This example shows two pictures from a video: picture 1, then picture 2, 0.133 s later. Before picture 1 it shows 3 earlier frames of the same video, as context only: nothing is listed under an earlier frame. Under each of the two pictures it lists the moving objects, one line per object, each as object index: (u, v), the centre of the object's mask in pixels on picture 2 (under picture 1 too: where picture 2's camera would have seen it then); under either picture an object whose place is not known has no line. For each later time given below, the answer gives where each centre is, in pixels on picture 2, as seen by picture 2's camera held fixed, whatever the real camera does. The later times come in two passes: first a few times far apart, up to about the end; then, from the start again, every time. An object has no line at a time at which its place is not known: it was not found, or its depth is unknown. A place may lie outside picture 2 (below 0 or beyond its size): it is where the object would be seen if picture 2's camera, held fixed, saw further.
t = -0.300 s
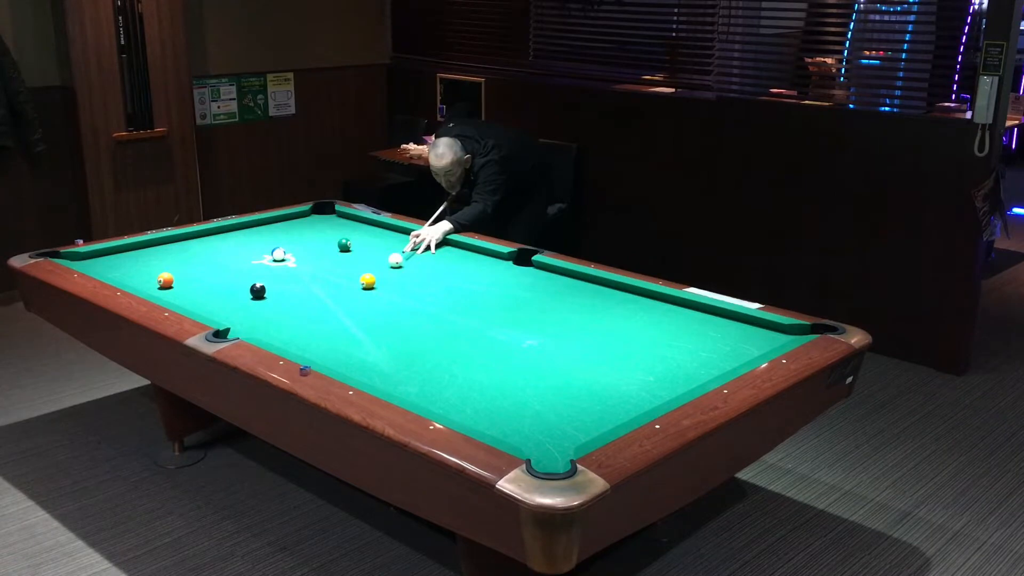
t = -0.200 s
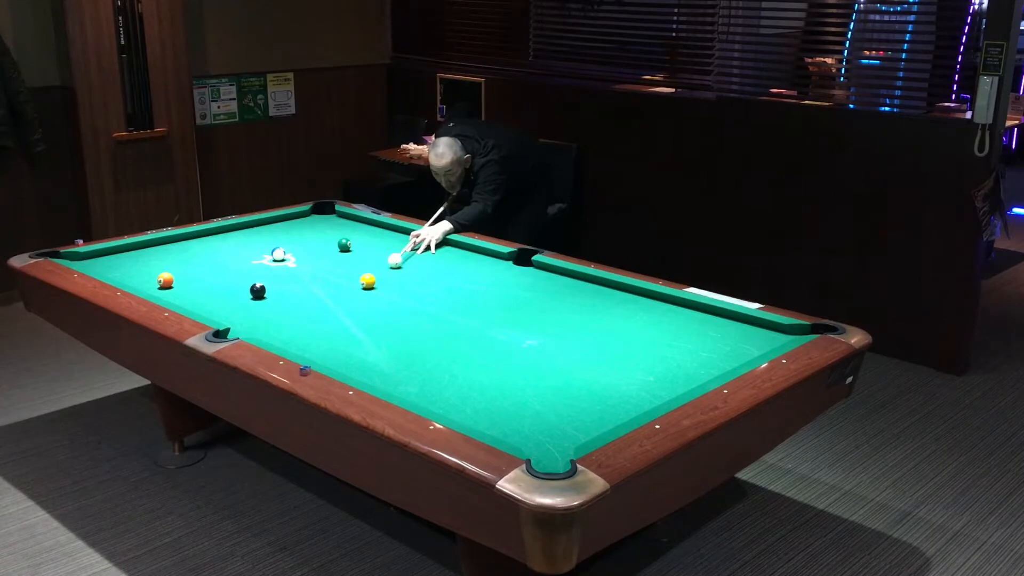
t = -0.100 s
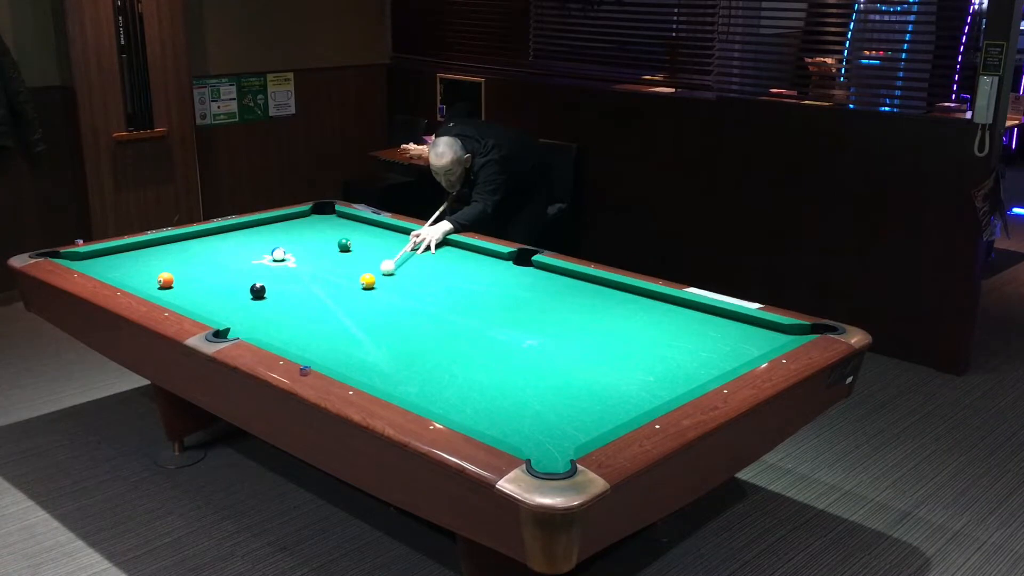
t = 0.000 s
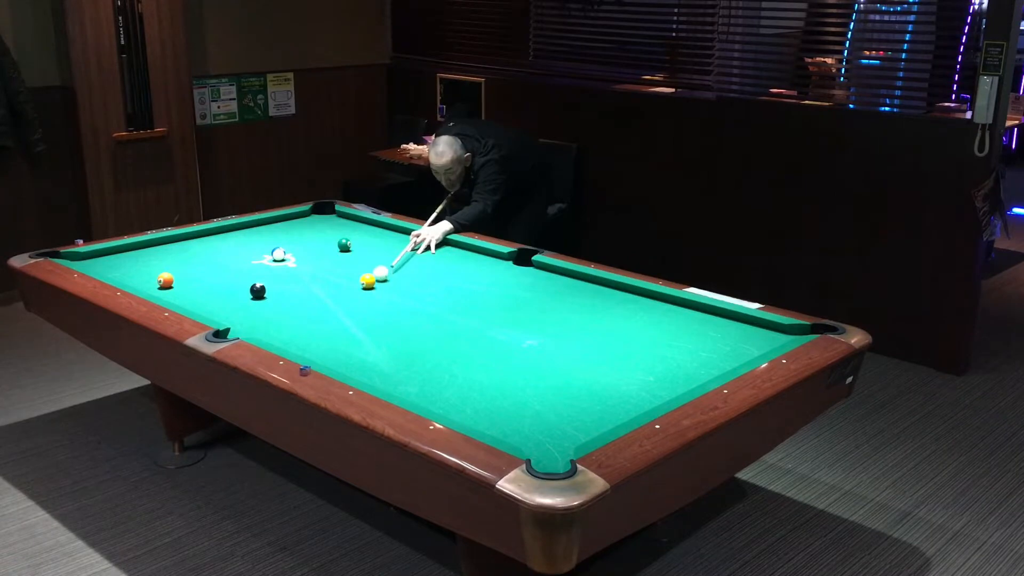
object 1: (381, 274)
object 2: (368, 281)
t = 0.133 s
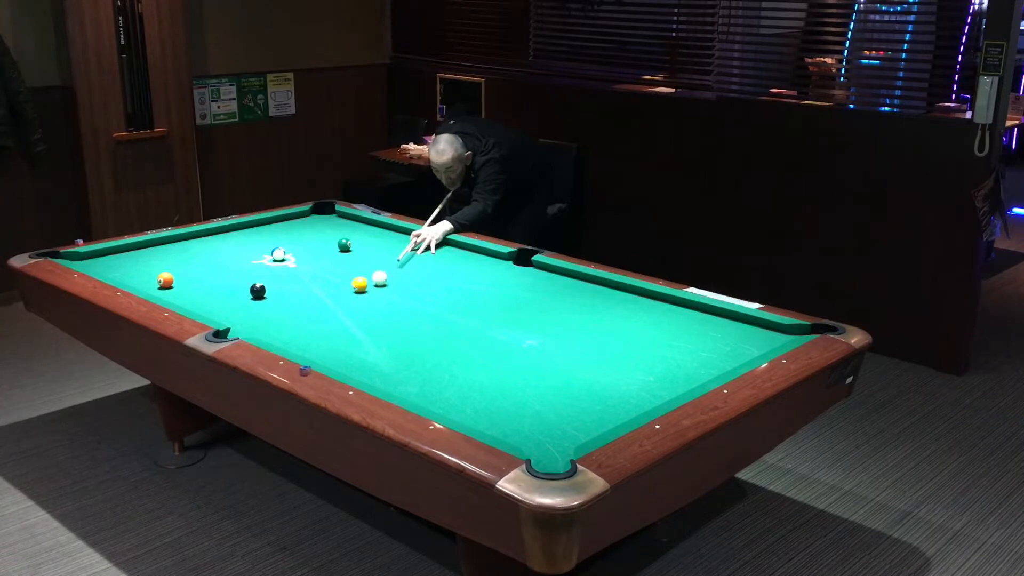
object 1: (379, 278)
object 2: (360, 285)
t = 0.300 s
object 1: (384, 282)
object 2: (346, 291)
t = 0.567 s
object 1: (391, 287)
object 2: (325, 300)
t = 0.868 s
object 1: (398, 292)
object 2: (300, 312)
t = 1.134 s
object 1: (403, 297)
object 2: (277, 322)
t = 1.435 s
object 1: (409, 301)
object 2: (252, 331)
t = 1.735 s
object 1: (414, 305)
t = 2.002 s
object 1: (418, 308)
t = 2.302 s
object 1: (421, 311)
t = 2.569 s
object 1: (424, 313)
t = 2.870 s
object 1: (426, 315)
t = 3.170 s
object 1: (427, 316)
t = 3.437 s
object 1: (427, 317)
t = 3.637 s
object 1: (426, 316)
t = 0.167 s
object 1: (380, 279)
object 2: (357, 286)
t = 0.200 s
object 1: (381, 280)
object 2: (354, 287)
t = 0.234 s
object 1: (382, 280)
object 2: (352, 288)
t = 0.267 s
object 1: (383, 281)
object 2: (349, 290)
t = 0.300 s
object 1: (384, 282)
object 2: (346, 291)
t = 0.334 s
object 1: (384, 282)
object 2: (344, 292)
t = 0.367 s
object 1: (385, 283)
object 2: (341, 293)
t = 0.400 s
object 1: (386, 284)
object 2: (338, 295)
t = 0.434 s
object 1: (387, 285)
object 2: (336, 296)
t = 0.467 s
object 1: (388, 285)
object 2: (333, 297)
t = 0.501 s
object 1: (389, 286)
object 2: (330, 298)
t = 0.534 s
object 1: (390, 286)
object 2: (327, 299)
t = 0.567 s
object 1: (391, 287)
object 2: (325, 300)
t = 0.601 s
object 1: (391, 287)
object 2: (322, 302)
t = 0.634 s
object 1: (392, 288)
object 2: (319, 303)
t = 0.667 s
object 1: (393, 289)
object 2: (316, 304)
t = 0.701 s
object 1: (394, 289)
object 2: (314, 305)
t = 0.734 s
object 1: (394, 290)
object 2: (311, 307)
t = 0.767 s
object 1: (395, 291)
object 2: (308, 308)
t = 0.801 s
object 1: (396, 291)
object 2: (305, 309)
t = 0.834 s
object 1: (397, 292)
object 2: (303, 310)
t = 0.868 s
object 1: (398, 292)
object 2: (300, 312)
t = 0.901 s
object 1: (398, 293)
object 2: (297, 313)
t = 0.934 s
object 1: (399, 293)
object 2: (294, 314)
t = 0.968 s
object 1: (400, 294)
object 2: (291, 315)
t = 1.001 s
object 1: (401, 295)
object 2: (289, 317)
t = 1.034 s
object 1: (401, 295)
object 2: (286, 318)
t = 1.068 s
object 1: (402, 296)
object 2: (283, 319)
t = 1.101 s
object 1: (403, 296)
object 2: (280, 321)
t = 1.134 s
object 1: (403, 297)
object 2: (277, 322)
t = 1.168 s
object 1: (404, 297)
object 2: (275, 323)
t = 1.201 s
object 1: (405, 297)
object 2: (272, 324)
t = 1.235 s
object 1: (405, 298)
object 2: (269, 325)
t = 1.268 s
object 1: (406, 299)
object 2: (266, 327)
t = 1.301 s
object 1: (407, 299)
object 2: (263, 328)
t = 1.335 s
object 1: (407, 299)
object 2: (261, 329)
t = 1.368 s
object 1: (408, 300)
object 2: (258, 330)
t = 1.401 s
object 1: (408, 300)
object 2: (255, 330)
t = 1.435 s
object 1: (409, 301)
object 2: (252, 331)
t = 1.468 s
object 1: (410, 301)
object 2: (249, 331)
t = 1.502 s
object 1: (410, 302)
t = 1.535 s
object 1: (411, 302)
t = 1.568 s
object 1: (412, 303)
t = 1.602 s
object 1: (412, 303)
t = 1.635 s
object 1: (413, 304)
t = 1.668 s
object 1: (413, 304)
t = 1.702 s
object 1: (414, 304)
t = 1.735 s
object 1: (414, 305)
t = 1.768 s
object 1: (415, 305)
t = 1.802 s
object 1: (415, 306)
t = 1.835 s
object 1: (416, 306)
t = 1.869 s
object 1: (416, 306)
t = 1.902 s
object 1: (416, 307)
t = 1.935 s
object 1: (417, 307)
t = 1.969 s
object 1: (417, 307)
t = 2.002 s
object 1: (418, 308)
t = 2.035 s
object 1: (418, 308)
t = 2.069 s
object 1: (419, 309)
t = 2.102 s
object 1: (419, 309)
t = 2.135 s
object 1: (420, 309)
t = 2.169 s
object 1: (420, 310)
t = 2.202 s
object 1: (420, 310)
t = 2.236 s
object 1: (421, 310)
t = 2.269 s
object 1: (421, 311)
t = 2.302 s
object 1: (421, 311)
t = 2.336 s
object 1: (422, 311)
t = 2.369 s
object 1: (422, 311)
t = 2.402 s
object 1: (423, 312)
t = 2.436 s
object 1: (423, 312)
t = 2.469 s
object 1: (423, 312)
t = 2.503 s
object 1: (424, 313)
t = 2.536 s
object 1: (424, 313)
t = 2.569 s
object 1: (424, 313)
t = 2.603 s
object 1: (424, 313)
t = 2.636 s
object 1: (425, 314)
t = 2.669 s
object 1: (425, 314)
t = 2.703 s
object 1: (425, 314)
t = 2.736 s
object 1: (425, 314)
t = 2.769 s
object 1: (425, 314)
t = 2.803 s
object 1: (426, 314)
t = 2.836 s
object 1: (426, 315)
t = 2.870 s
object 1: (426, 315)
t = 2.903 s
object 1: (426, 315)
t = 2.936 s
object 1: (427, 315)
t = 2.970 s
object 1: (427, 315)
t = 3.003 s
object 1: (427, 316)
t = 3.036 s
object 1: (427, 316)
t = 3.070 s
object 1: (427, 316)
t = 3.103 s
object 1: (427, 316)
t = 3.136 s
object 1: (427, 316)
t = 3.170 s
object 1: (427, 316)
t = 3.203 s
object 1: (427, 316)
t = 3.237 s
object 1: (427, 316)
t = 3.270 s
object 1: (427, 317)
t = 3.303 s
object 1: (427, 316)
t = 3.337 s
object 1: (427, 316)
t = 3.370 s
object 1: (427, 316)
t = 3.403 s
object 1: (427, 317)
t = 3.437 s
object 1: (427, 317)
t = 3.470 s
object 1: (427, 317)
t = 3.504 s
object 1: (427, 317)
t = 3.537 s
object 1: (427, 317)
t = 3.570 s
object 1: (427, 317)
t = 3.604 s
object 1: (427, 317)
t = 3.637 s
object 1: (426, 316)
